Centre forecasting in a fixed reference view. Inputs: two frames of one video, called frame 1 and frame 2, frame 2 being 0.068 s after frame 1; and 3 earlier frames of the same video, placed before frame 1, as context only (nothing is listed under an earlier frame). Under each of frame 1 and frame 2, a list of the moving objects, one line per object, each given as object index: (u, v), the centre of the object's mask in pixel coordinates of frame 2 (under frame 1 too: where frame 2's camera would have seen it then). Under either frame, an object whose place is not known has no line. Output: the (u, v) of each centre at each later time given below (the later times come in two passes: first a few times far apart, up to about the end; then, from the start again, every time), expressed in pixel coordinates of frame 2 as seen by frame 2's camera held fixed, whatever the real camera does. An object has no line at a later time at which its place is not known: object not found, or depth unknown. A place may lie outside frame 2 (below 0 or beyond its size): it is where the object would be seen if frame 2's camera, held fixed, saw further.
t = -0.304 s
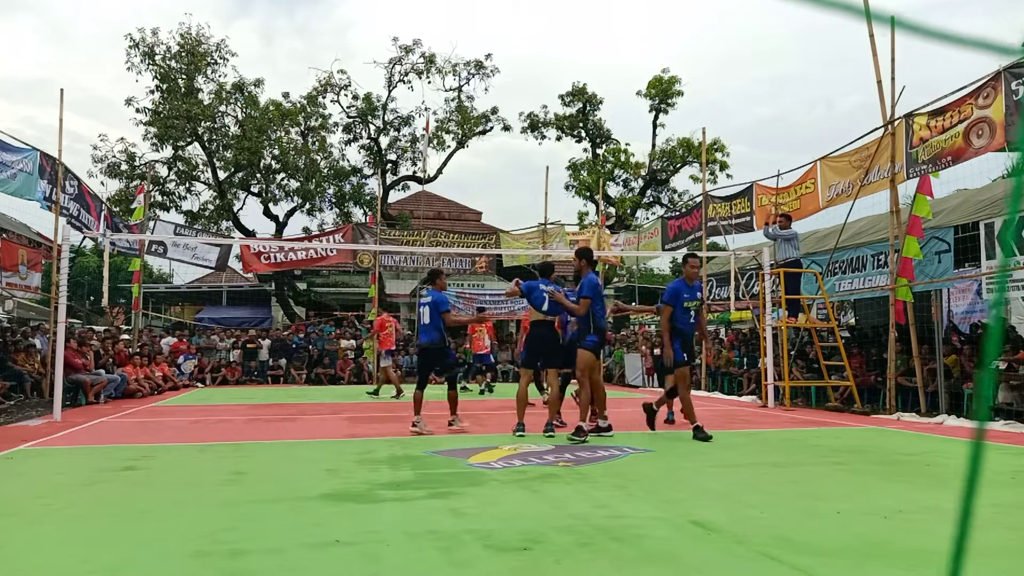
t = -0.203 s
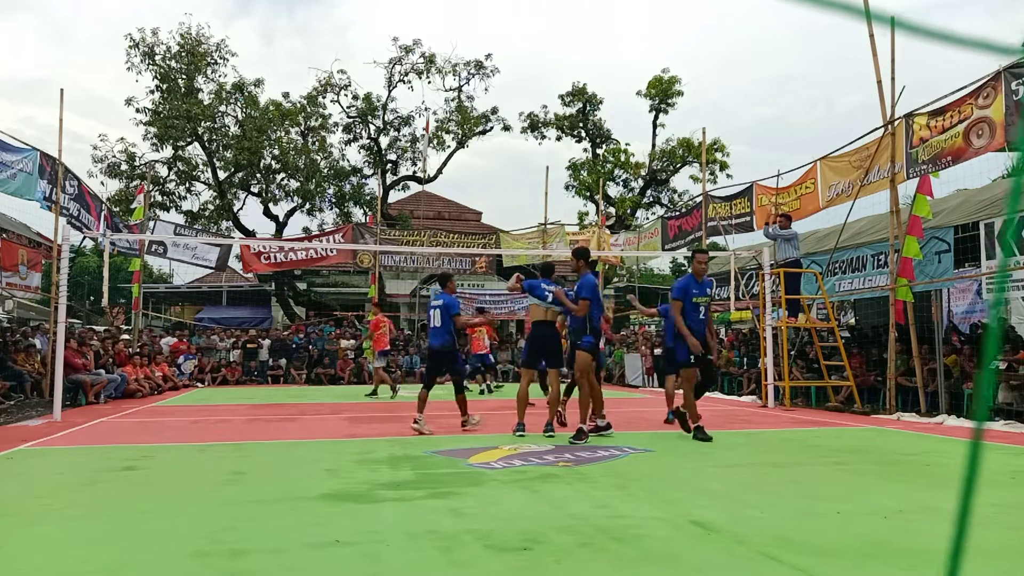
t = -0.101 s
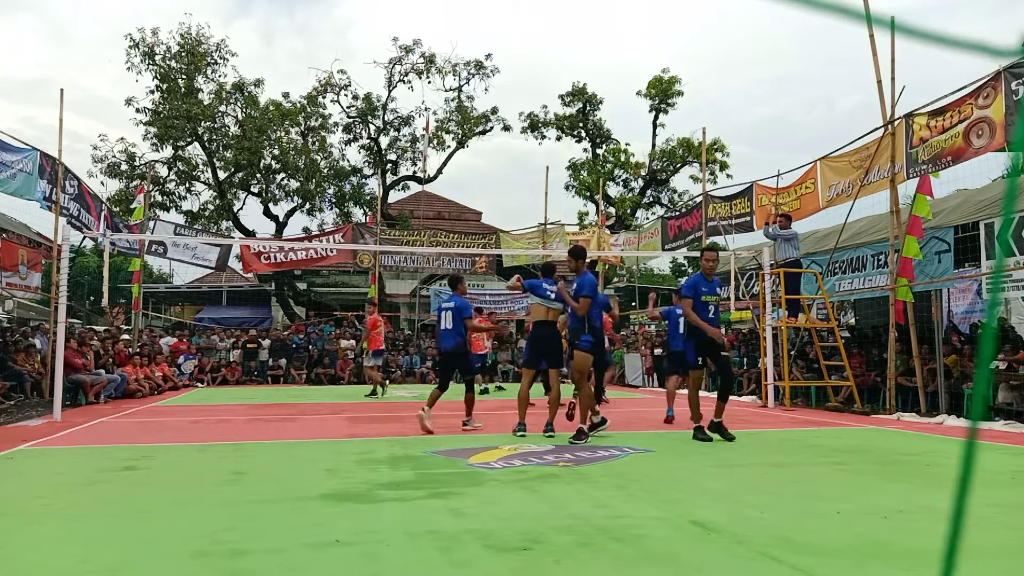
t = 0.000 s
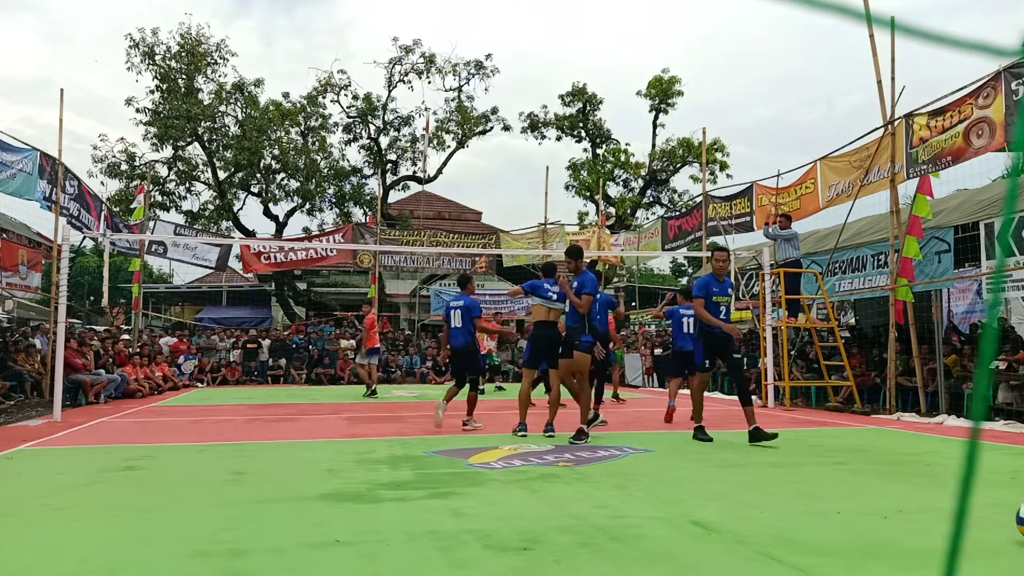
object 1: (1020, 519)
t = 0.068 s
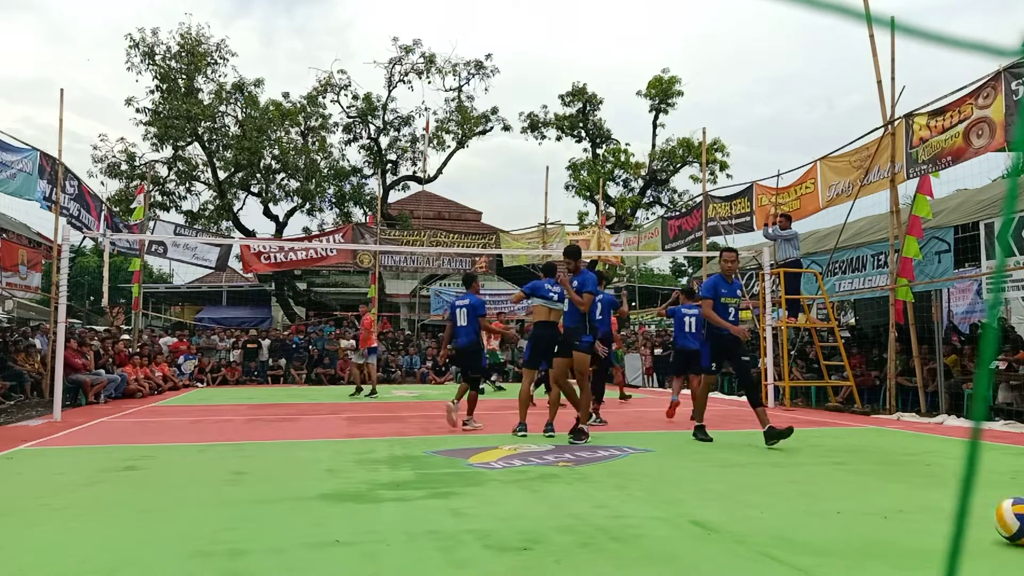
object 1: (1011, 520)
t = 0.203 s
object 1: (976, 521)
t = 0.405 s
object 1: (911, 519)
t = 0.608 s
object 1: (847, 518)
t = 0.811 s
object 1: (786, 515)
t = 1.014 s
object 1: (725, 514)
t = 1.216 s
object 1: (667, 512)
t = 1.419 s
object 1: (611, 510)
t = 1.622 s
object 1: (557, 508)
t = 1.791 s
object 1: (514, 507)
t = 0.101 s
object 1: (1005, 521)
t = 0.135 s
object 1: (998, 521)
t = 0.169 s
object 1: (988, 521)
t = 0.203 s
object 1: (976, 521)
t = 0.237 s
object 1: (965, 521)
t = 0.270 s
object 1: (955, 519)
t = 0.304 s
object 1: (942, 519)
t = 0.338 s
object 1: (931, 519)
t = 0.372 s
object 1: (922, 519)
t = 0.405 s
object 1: (911, 519)
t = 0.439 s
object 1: (900, 519)
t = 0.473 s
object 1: (890, 519)
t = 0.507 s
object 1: (879, 519)
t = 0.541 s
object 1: (868, 518)
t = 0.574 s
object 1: (857, 518)
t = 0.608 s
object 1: (847, 518)
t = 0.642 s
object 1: (837, 518)
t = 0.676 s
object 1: (826, 517)
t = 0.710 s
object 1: (816, 517)
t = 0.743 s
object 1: (806, 517)
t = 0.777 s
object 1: (796, 516)
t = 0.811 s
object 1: (786, 515)
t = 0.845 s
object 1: (775, 515)
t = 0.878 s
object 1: (765, 515)
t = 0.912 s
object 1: (755, 515)
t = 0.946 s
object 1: (745, 514)
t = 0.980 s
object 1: (735, 514)
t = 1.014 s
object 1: (725, 514)
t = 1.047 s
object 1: (714, 513)
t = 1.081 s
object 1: (705, 514)
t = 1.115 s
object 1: (696, 513)
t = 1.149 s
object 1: (686, 513)
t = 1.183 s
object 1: (676, 512)
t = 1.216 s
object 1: (667, 512)
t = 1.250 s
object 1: (658, 511)
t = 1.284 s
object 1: (648, 511)
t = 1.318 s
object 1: (639, 511)
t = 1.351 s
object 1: (629, 511)
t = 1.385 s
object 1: (620, 510)
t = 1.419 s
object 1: (611, 510)
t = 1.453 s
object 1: (602, 510)
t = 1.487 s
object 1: (593, 510)
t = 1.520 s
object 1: (584, 509)
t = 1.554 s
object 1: (575, 509)
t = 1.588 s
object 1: (566, 509)
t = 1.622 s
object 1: (557, 508)
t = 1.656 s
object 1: (548, 508)
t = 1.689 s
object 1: (540, 508)
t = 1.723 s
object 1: (531, 508)
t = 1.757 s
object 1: (523, 507)
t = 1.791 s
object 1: (514, 507)
